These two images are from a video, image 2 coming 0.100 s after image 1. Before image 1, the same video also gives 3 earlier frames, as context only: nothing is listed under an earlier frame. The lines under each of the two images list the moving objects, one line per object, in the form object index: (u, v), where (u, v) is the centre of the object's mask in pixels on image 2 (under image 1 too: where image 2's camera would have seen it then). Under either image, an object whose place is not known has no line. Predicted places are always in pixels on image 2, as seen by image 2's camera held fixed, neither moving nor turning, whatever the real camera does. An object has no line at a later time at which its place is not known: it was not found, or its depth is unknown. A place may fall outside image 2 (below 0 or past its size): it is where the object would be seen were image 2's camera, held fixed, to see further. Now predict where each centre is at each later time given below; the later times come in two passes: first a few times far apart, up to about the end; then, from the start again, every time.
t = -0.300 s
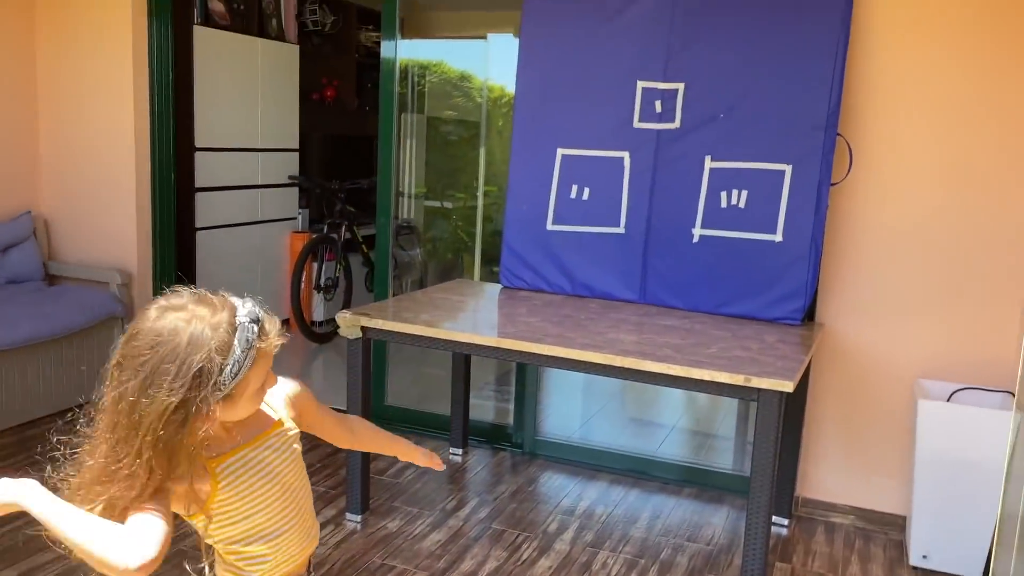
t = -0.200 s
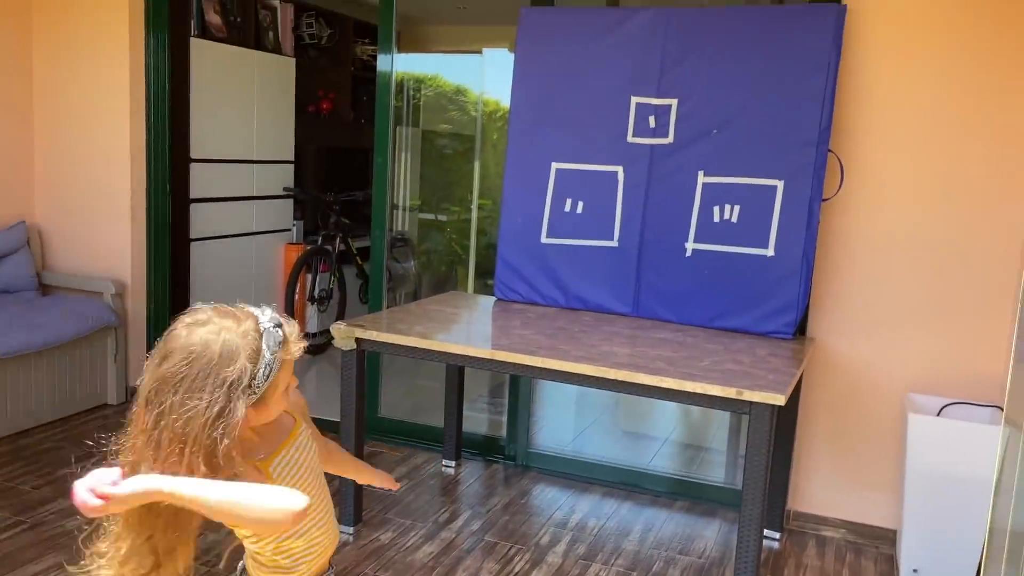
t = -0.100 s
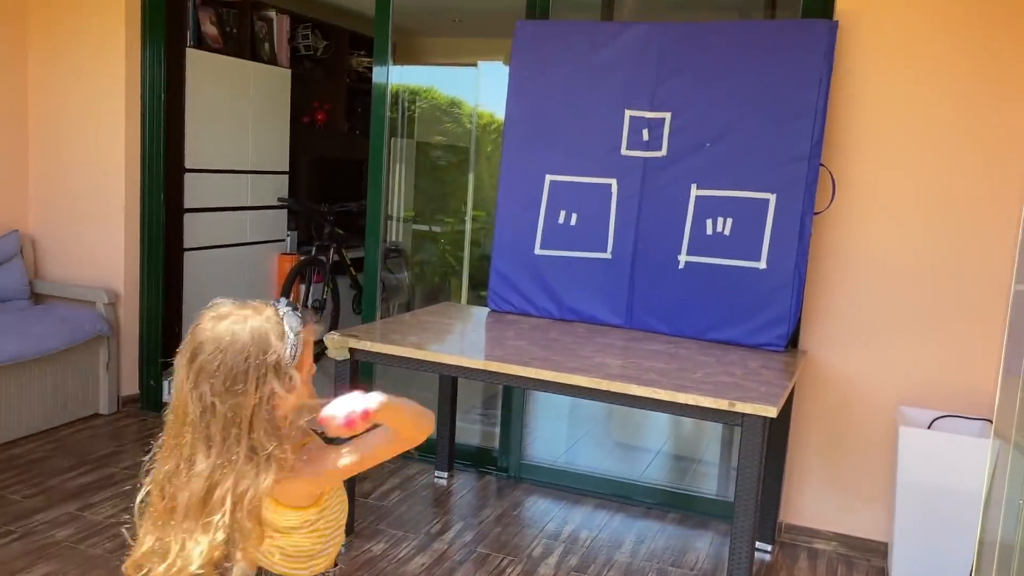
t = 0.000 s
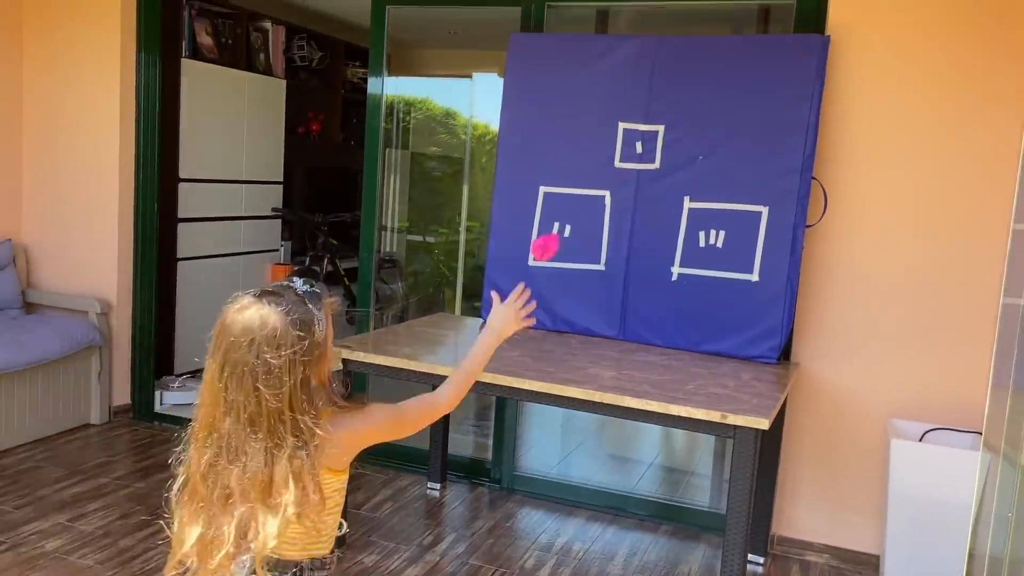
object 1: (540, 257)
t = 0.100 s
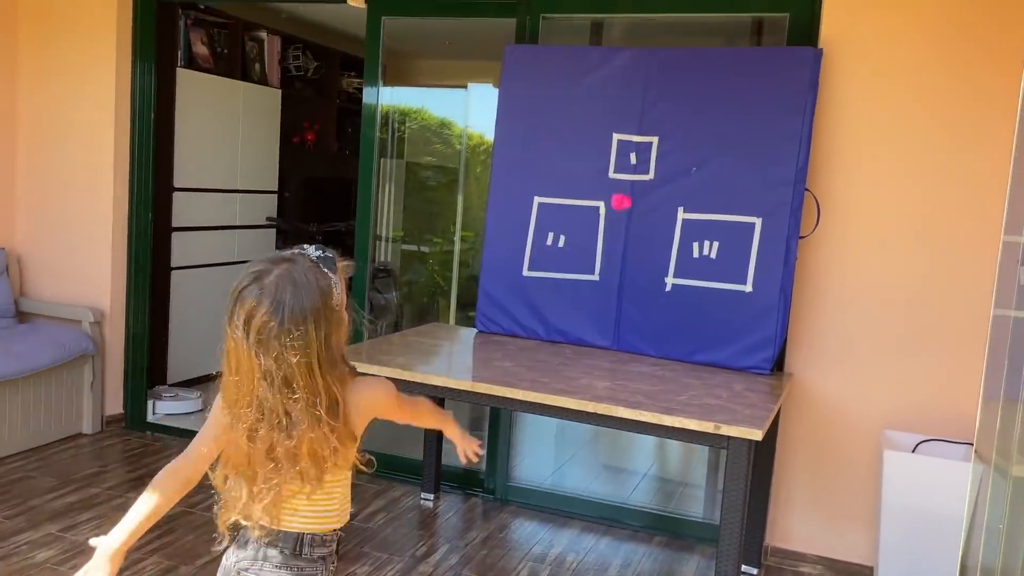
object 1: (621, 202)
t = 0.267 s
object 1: (664, 203)
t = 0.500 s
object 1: (659, 221)
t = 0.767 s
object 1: (646, 323)
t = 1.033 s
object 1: (645, 345)
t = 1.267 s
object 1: (639, 355)
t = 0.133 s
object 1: (636, 195)
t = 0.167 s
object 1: (650, 195)
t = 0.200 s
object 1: (663, 197)
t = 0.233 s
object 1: (661, 199)
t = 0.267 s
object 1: (664, 203)
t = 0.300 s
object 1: (664, 205)
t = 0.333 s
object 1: (663, 205)
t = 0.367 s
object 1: (663, 205)
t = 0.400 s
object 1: (662, 207)
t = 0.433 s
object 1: (661, 211)
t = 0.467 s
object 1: (660, 216)
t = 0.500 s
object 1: (659, 221)
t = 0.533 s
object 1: (658, 228)
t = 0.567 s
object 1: (657, 235)
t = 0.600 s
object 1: (657, 246)
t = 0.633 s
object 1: (655, 260)
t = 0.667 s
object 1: (653, 274)
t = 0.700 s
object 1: (652, 289)
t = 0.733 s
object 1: (649, 306)
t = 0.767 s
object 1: (646, 323)
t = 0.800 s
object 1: (643, 343)
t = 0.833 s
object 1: (640, 355)
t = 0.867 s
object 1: (642, 346)
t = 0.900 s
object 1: (643, 340)
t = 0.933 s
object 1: (644, 338)
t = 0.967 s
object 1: (645, 338)
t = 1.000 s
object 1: (645, 341)
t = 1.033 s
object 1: (645, 345)
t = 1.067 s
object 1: (644, 353)
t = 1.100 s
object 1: (644, 352)
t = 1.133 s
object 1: (644, 350)
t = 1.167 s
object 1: (643, 350)
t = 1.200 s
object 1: (642, 354)
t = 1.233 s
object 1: (640, 354)
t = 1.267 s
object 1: (639, 355)
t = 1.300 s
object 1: (638, 354)
